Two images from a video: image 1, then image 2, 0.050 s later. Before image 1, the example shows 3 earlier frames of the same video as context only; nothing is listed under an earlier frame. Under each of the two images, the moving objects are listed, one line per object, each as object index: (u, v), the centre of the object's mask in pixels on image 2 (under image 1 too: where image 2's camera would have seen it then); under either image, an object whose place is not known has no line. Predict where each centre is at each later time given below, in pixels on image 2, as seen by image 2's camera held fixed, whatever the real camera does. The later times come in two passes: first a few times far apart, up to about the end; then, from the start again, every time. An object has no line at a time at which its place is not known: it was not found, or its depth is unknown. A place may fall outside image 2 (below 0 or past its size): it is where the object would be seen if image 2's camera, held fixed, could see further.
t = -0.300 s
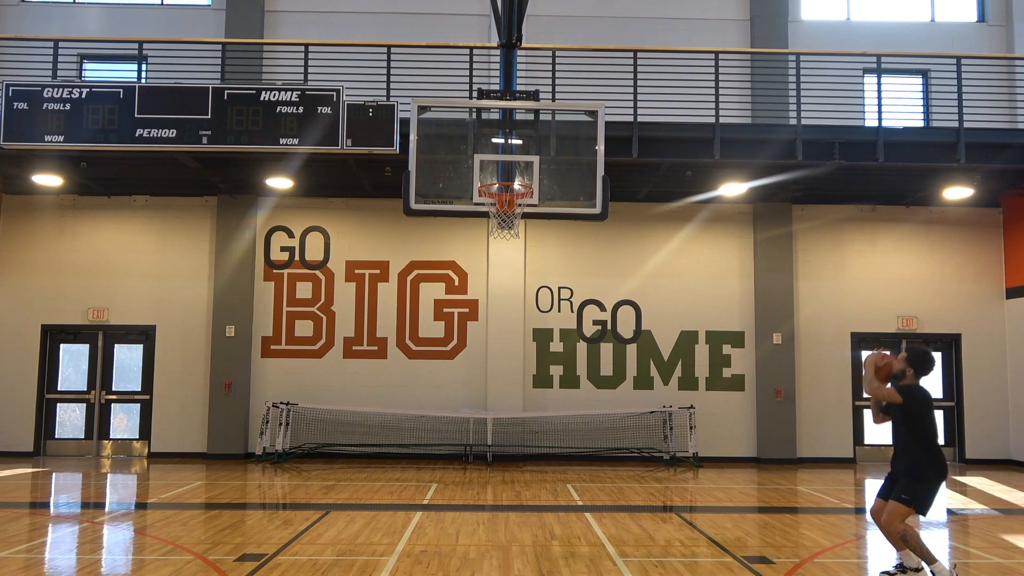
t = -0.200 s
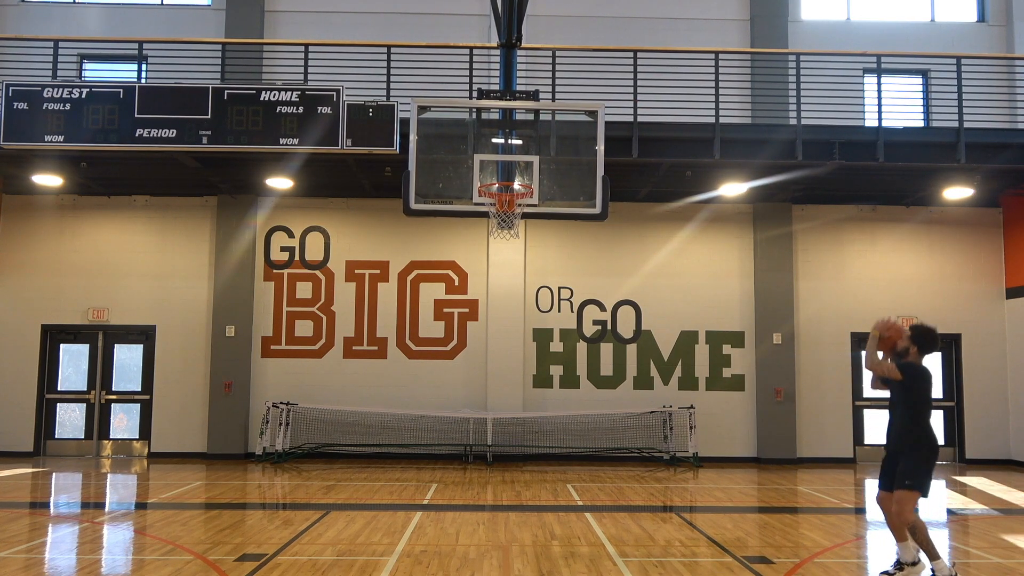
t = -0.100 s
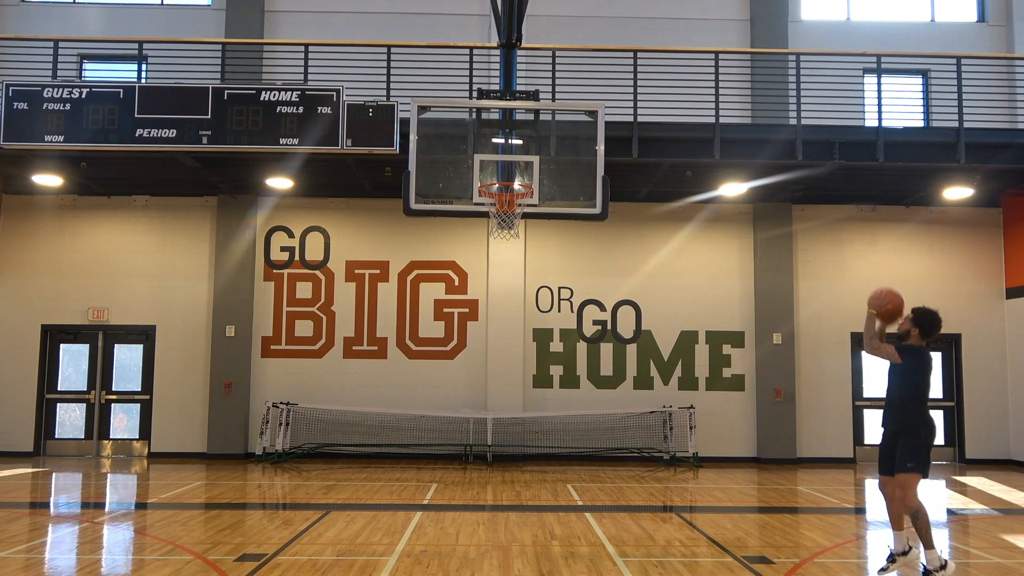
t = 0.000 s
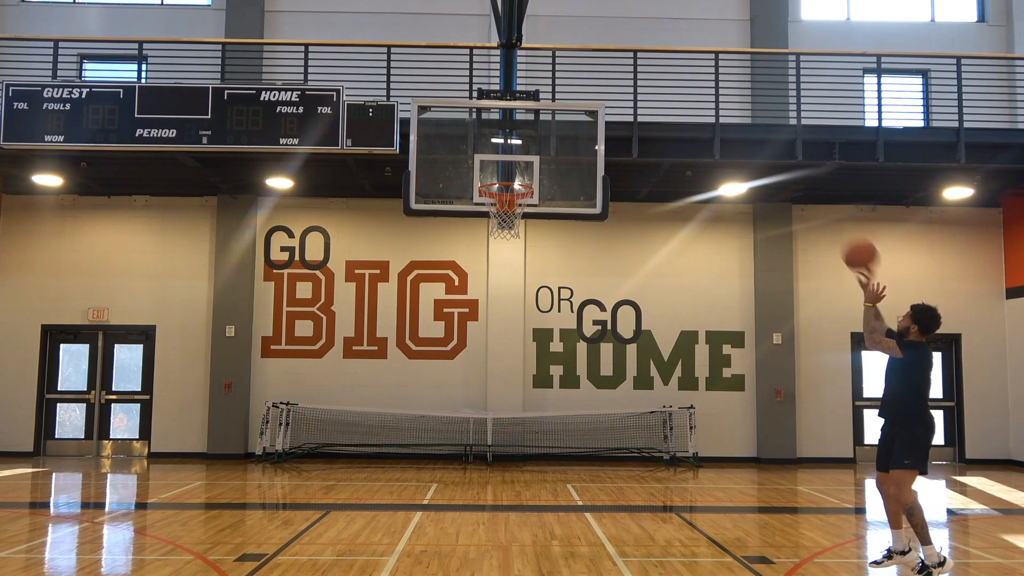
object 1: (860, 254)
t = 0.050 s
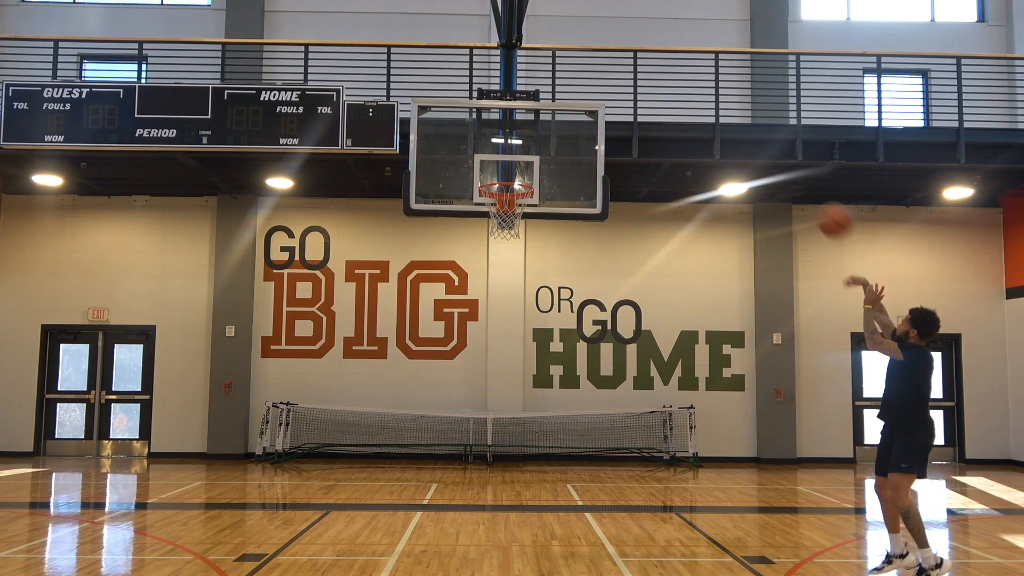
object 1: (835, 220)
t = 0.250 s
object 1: (743, 127)
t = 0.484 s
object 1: (653, 87)
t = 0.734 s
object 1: (569, 113)
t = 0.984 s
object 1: (506, 177)
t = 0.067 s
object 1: (827, 209)
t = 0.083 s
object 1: (818, 199)
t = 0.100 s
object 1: (811, 191)
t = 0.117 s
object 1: (803, 183)
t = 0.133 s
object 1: (795, 174)
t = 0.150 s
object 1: (786, 161)
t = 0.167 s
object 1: (779, 157)
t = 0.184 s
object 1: (772, 151)
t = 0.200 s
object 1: (765, 144)
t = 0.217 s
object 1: (757, 138)
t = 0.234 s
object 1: (751, 133)
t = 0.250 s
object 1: (743, 127)
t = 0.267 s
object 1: (737, 122)
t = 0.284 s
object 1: (729, 117)
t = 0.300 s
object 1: (722, 113)
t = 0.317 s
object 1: (715, 108)
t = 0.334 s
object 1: (709, 105)
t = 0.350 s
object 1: (702, 101)
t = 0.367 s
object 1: (696, 98)
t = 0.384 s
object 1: (689, 96)
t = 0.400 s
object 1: (683, 93)
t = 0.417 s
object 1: (677, 91)
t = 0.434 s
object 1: (671, 90)
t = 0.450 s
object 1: (665, 88)
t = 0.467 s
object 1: (659, 88)
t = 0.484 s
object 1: (653, 87)
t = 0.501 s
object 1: (647, 86)
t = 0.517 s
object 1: (641, 86)
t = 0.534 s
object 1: (635, 87)
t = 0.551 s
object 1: (629, 87)
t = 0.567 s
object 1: (624, 88)
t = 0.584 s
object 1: (618, 90)
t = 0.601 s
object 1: (612, 91)
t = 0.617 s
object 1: (606, 93)
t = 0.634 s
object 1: (601, 95)
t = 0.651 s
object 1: (595, 97)
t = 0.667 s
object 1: (590, 100)
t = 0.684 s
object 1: (584, 103)
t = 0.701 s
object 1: (579, 105)
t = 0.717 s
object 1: (574, 110)
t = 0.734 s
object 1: (569, 113)
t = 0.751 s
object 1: (564, 117)
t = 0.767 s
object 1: (559, 122)
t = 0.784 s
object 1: (553, 126)
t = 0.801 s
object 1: (548, 131)
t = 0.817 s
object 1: (543, 136)
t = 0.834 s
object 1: (539, 140)
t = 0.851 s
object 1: (534, 145)
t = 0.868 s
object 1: (529, 151)
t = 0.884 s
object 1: (524, 157)
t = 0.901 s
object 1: (521, 161)
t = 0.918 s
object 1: (518, 165)
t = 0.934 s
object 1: (515, 169)
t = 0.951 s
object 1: (513, 172)
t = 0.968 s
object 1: (510, 175)
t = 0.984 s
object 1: (506, 177)
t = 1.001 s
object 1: (504, 178)
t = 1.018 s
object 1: (504, 200)
